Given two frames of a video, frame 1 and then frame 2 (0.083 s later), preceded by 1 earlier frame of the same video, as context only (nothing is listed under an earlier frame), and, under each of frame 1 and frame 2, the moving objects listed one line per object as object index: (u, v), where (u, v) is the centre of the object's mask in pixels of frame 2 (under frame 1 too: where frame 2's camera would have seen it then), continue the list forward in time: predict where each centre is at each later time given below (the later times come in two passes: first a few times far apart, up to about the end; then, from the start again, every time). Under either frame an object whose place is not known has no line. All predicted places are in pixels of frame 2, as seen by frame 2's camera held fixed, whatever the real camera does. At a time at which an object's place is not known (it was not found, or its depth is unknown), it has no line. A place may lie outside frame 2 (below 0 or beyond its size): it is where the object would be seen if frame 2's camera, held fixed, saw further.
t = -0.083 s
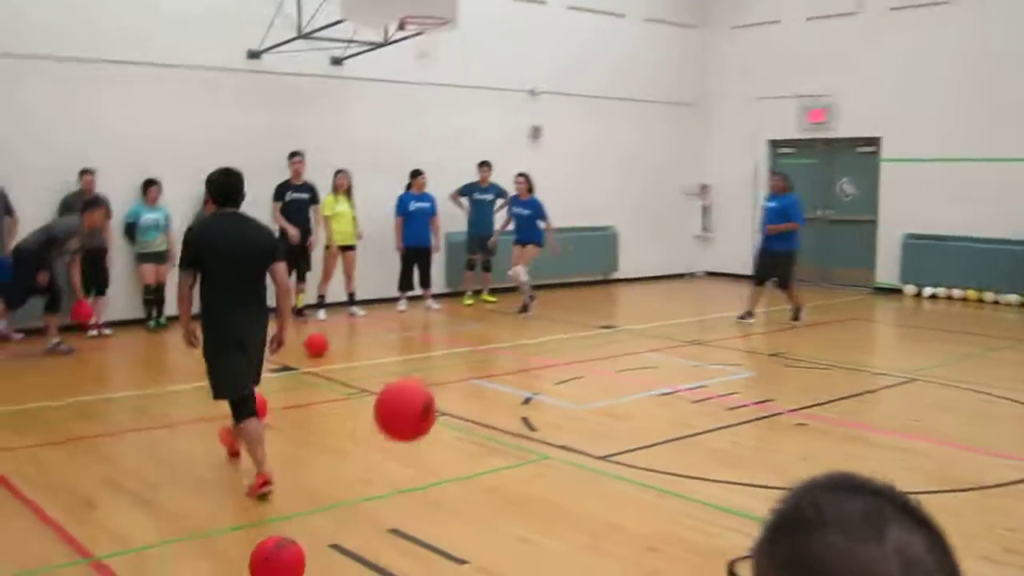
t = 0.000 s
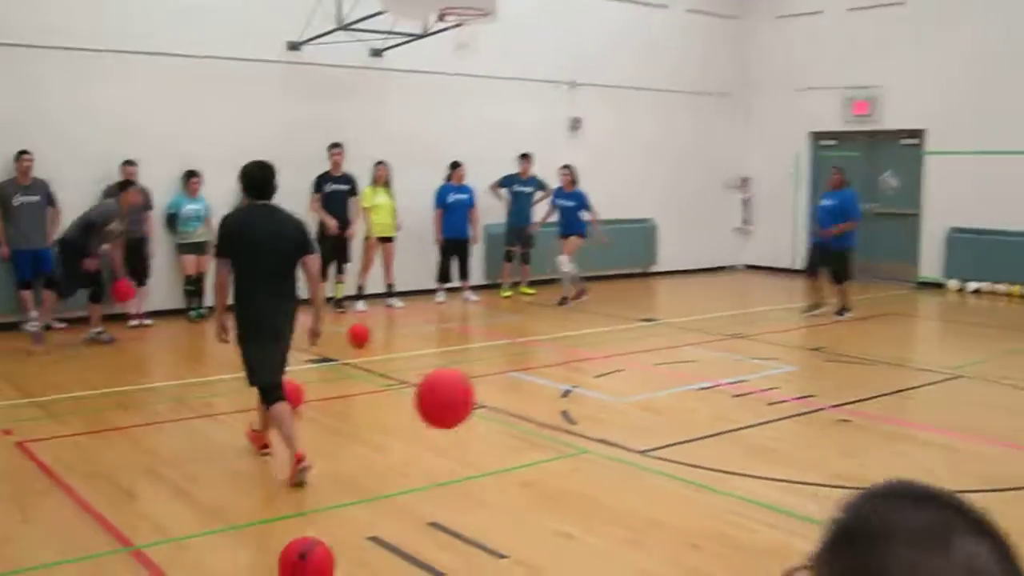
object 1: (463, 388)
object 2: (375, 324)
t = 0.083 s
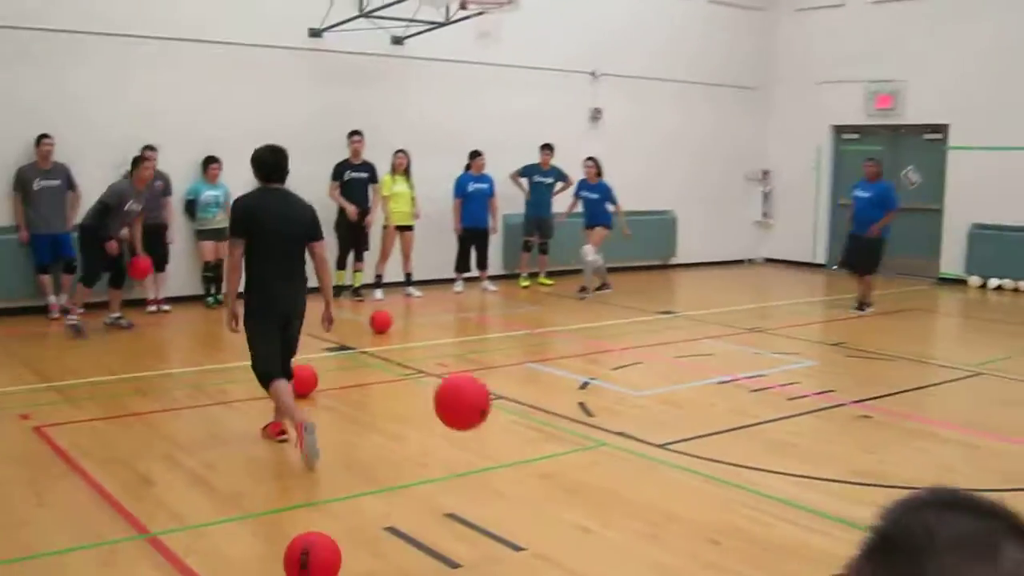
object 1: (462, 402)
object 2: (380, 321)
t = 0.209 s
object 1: (461, 450)
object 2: (386, 319)
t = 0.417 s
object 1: (466, 456)
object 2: (397, 315)
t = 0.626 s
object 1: (476, 417)
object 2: (407, 312)
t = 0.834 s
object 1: (483, 428)
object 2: (415, 307)
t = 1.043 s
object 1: (489, 406)
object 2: (420, 305)
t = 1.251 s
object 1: (495, 394)
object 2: (426, 302)
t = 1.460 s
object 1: (500, 386)
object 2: (430, 298)
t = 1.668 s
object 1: (504, 376)
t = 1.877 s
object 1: (507, 365)
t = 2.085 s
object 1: (510, 356)
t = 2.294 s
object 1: (514, 348)
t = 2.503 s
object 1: (517, 341)
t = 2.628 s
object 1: (519, 337)
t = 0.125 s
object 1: (462, 414)
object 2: (383, 321)
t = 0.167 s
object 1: (462, 429)
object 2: (384, 320)
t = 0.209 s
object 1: (461, 450)
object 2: (386, 319)
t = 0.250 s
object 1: (460, 471)
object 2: (389, 318)
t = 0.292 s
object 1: (460, 496)
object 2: (390, 317)
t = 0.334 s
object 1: (462, 500)
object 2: (393, 317)
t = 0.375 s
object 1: (464, 476)
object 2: (395, 315)
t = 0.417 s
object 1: (466, 456)
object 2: (397, 315)
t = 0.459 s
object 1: (469, 440)
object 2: (401, 313)
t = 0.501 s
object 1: (471, 429)
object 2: (403, 313)
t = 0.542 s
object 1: (473, 422)
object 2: (404, 312)
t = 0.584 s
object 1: (475, 418)
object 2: (405, 312)
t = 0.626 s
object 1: (476, 417)
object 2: (407, 312)
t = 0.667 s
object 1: (478, 419)
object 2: (409, 310)
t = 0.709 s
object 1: (479, 425)
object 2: (411, 309)
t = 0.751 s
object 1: (480, 433)
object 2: (412, 308)
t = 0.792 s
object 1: (481, 442)
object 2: (413, 308)
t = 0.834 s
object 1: (483, 428)
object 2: (415, 307)
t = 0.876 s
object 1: (484, 418)
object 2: (416, 307)
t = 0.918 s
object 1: (485, 410)
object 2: (417, 307)
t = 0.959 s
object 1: (487, 406)
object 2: (418, 306)
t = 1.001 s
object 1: (488, 405)
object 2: (419, 305)
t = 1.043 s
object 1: (489, 406)
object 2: (420, 305)
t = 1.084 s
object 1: (491, 410)
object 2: (422, 304)
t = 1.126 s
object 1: (491, 409)
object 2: (423, 303)
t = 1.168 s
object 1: (493, 401)
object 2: (424, 303)
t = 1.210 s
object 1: (494, 396)
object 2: (425, 302)
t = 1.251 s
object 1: (495, 394)
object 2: (426, 302)
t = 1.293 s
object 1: (496, 394)
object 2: (427, 301)
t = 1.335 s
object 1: (497, 396)
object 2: (428, 300)
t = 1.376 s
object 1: (497, 391)
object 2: (429, 300)
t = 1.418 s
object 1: (499, 387)
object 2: (430, 299)
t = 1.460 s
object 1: (500, 386)
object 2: (430, 298)
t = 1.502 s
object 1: (500, 385)
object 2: (431, 298)
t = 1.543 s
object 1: (501, 382)
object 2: (432, 297)
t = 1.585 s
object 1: (502, 381)
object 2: (433, 297)
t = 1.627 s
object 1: (502, 379)
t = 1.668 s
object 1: (504, 376)
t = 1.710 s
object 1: (504, 374)
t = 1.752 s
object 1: (505, 372)
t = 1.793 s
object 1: (506, 369)
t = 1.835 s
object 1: (506, 367)
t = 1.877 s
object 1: (507, 365)
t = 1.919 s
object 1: (508, 363)
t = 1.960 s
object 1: (508, 361)
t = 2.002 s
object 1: (509, 360)
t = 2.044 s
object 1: (509, 357)
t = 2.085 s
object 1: (510, 356)
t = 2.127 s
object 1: (511, 354)
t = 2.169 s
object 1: (512, 352)
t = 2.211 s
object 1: (513, 351)
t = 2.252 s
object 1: (514, 350)
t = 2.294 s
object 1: (514, 348)
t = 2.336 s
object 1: (515, 347)
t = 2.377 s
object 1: (516, 346)
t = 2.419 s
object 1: (517, 344)
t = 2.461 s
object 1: (517, 343)
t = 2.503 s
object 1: (517, 341)
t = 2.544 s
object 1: (519, 339)
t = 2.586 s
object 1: (519, 338)
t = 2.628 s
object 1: (519, 337)
